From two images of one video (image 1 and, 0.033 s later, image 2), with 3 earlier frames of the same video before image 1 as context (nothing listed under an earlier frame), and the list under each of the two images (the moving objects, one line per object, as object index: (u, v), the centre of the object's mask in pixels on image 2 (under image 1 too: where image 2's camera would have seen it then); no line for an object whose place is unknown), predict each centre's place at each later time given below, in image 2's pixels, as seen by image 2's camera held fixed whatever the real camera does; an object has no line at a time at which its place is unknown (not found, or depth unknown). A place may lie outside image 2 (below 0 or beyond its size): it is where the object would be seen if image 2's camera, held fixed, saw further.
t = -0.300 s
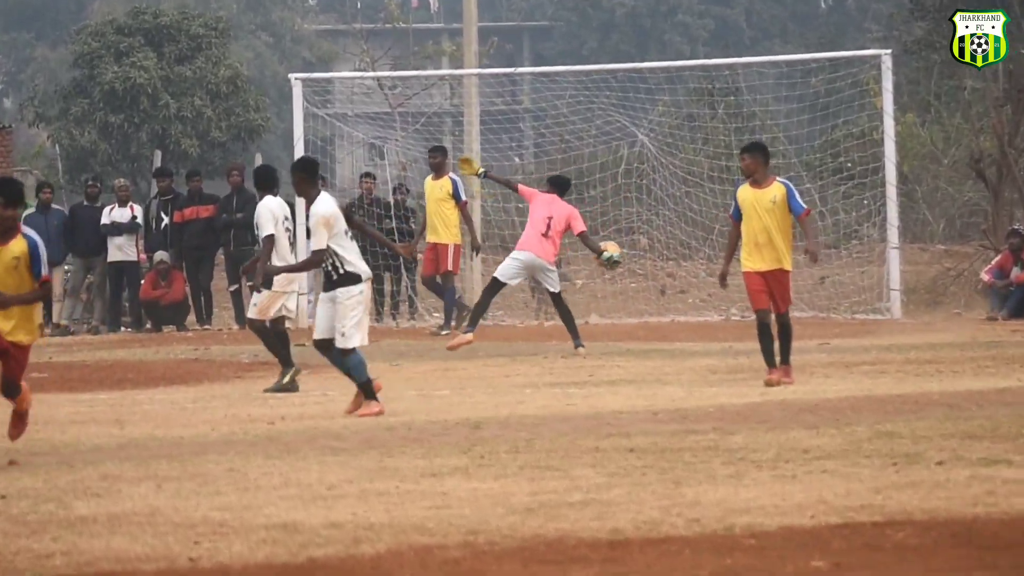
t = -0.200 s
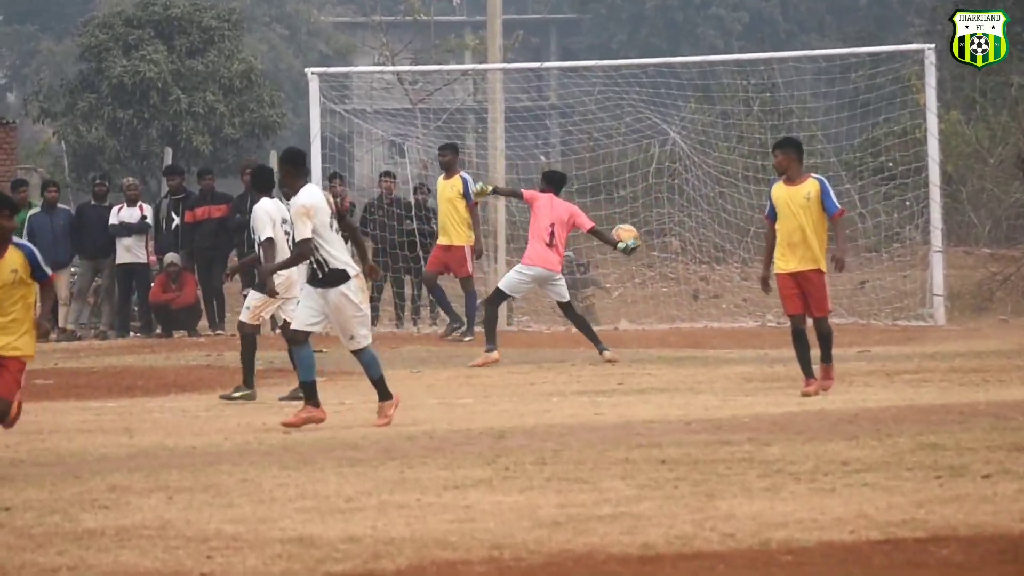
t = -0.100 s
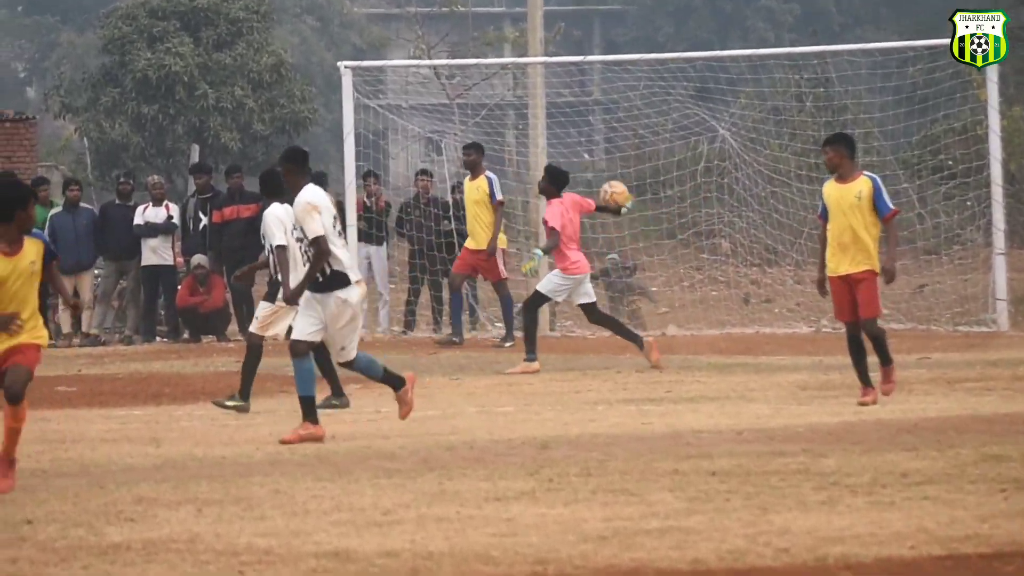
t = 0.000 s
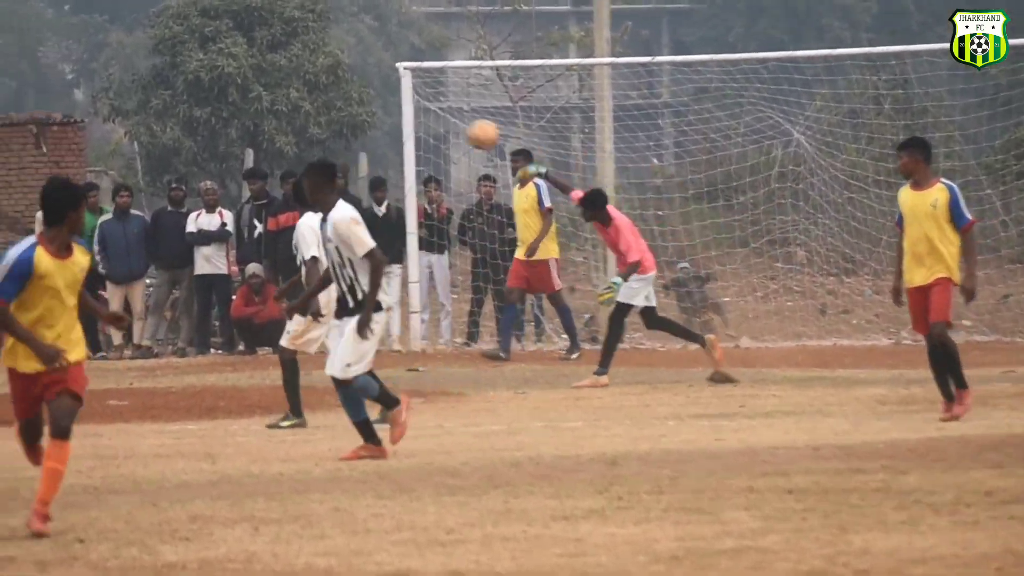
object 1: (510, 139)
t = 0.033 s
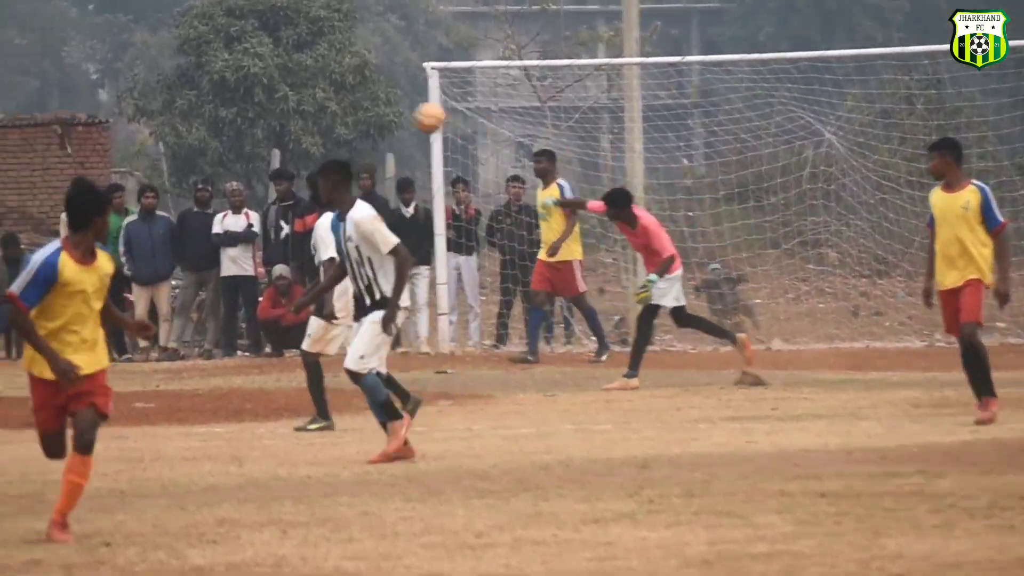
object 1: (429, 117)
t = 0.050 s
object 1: (391, 110)
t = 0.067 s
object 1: (351, 102)
